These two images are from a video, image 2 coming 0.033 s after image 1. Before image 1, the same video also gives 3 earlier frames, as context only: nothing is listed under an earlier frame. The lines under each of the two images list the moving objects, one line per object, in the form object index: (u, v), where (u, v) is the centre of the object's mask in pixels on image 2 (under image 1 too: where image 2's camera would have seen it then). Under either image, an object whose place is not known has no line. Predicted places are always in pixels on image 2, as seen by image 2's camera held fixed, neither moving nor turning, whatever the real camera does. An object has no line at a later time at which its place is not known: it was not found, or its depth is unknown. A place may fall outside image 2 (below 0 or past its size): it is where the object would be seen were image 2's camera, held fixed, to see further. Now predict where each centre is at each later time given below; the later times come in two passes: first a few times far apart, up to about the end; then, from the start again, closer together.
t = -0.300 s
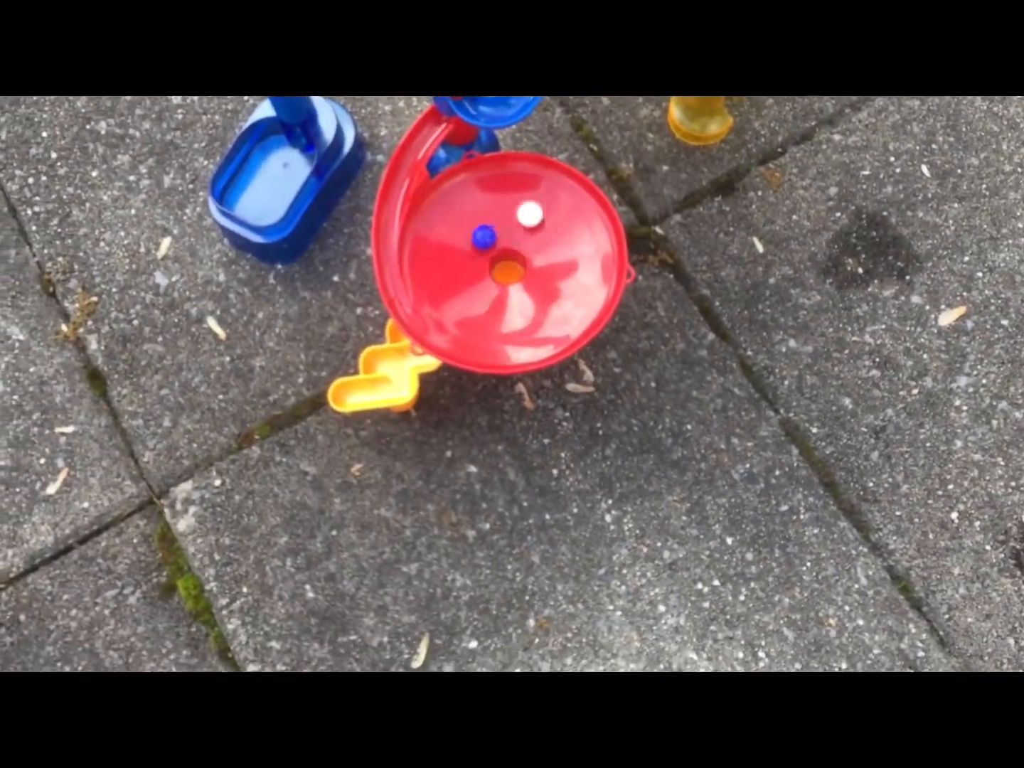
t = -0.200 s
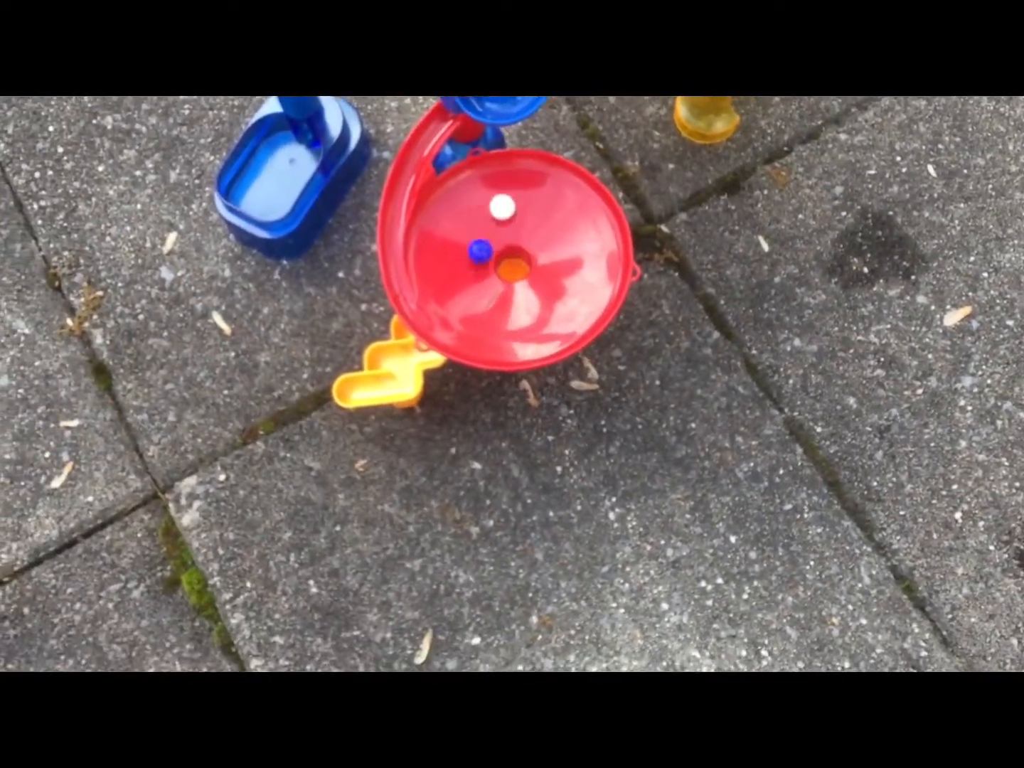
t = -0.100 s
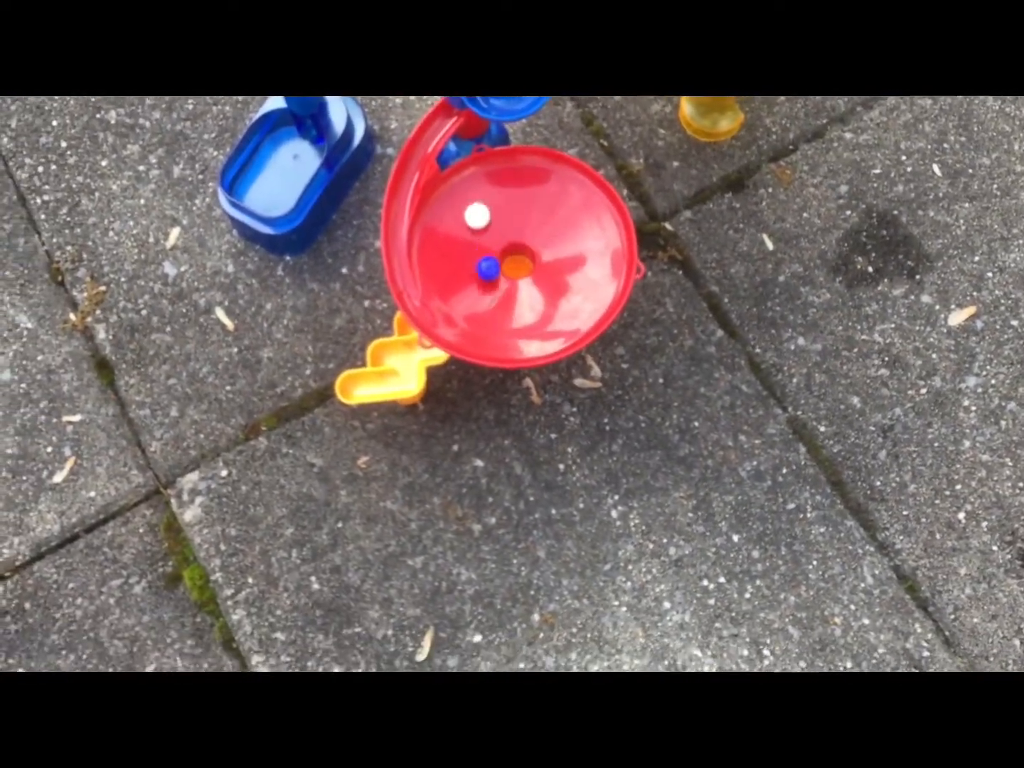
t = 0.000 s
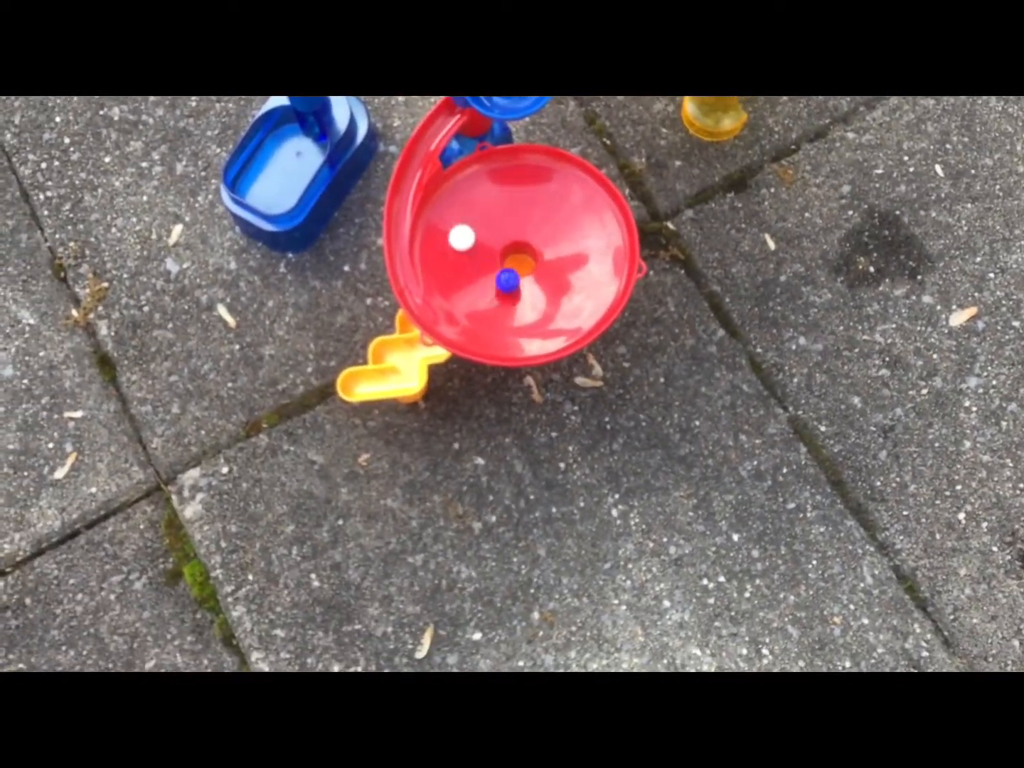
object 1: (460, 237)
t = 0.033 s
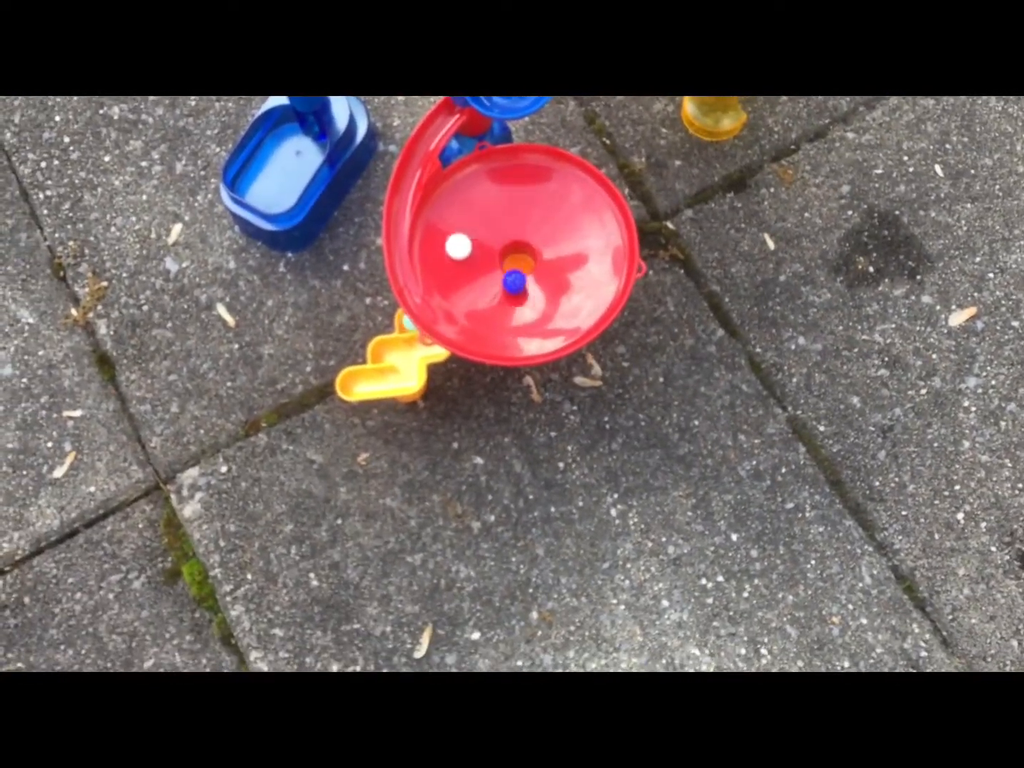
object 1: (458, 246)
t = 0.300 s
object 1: (501, 302)
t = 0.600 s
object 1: (566, 253)
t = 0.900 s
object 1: (515, 203)
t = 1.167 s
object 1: (477, 262)
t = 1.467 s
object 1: (531, 299)
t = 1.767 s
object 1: (544, 232)
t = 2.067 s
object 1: (483, 227)
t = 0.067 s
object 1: (458, 256)
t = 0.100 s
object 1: (459, 265)
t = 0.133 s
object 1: (463, 274)
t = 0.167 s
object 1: (468, 282)
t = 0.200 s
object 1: (475, 290)
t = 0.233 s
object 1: (482, 296)
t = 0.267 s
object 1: (491, 300)
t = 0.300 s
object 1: (501, 302)
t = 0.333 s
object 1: (512, 303)
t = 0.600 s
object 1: (566, 253)
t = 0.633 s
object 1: (566, 243)
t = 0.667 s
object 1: (564, 234)
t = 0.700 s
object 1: (560, 225)
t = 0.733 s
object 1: (555, 217)
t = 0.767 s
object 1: (549, 211)
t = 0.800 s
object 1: (541, 207)
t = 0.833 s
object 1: (533, 204)
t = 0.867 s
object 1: (524, 203)
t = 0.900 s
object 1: (515, 203)
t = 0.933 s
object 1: (507, 206)
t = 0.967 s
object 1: (499, 210)
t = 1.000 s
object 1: (492, 216)
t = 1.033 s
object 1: (486, 224)
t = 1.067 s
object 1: (481, 232)
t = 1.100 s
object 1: (478, 242)
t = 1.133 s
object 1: (476, 252)
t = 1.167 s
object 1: (477, 262)
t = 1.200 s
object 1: (479, 272)
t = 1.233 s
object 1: (482, 281)
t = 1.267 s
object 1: (488, 288)
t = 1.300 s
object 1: (494, 294)
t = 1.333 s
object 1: (501, 298)
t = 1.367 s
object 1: (509, 301)
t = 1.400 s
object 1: (517, 302)
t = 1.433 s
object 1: (525, 301)
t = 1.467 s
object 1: (531, 299)
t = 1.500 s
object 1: (539, 296)
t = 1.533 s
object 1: (544, 291)
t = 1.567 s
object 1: (549, 284)
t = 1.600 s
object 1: (552, 277)
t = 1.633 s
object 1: (554, 268)
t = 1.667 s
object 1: (554, 259)
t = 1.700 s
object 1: (552, 249)
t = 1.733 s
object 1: (549, 240)
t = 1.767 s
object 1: (544, 232)
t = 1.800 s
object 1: (537, 225)
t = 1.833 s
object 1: (530, 219)
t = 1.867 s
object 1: (522, 215)
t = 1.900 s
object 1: (514, 213)
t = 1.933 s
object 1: (507, 212)
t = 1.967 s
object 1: (499, 214)
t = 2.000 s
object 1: (493, 216)
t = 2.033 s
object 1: (487, 221)
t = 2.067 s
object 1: (483, 227)
